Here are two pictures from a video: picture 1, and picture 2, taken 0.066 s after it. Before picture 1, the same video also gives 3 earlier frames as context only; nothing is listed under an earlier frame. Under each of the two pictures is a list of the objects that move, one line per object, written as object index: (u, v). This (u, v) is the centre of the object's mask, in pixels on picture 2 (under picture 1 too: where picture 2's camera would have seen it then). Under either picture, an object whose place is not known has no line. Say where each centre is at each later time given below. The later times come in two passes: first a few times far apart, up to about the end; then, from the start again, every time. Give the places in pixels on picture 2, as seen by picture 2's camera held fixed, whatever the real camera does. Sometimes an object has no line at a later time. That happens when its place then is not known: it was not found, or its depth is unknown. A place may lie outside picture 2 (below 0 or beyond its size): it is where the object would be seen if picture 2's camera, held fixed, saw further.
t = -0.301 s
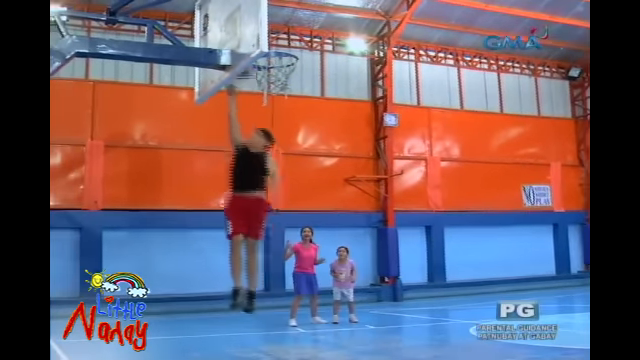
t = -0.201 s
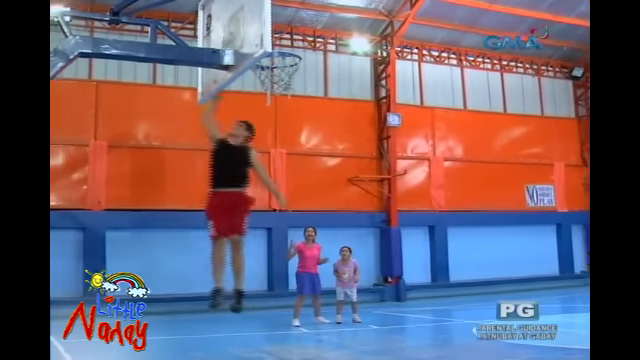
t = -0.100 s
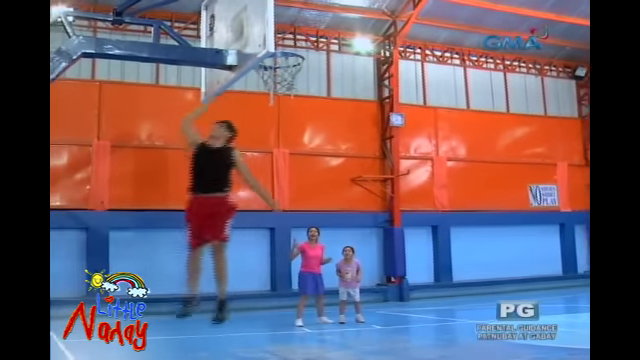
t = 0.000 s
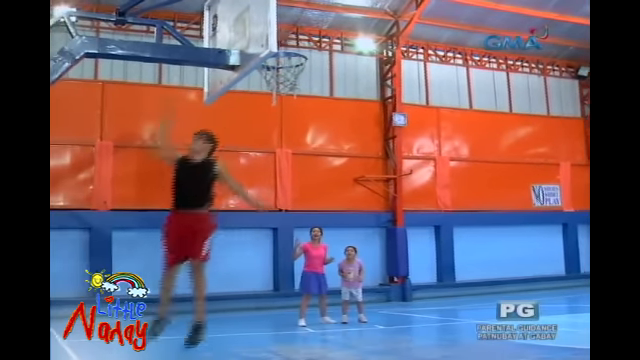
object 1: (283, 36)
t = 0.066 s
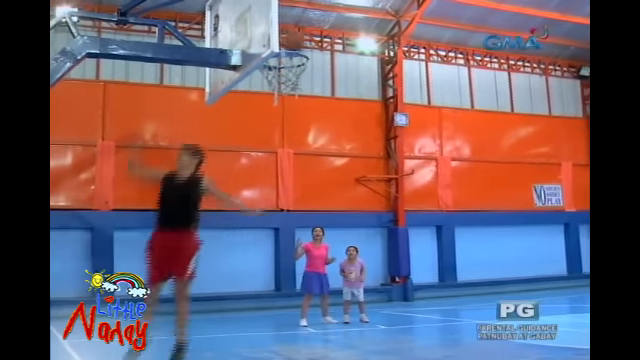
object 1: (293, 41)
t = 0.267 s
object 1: (307, 40)
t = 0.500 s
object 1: (316, 43)
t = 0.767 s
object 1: (336, 67)
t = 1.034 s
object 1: (360, 168)
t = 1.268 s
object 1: (385, 324)
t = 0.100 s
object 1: (302, 44)
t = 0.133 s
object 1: (306, 45)
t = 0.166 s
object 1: (306, 42)
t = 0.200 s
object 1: (306, 41)
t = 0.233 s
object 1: (307, 40)
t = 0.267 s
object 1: (307, 40)
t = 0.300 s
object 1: (308, 39)
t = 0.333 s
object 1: (309, 40)
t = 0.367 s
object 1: (309, 41)
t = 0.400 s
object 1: (310, 41)
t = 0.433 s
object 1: (311, 45)
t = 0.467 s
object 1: (313, 43)
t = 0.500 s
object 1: (316, 43)
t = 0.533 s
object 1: (318, 42)
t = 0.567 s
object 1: (320, 43)
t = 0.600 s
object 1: (322, 43)
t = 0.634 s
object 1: (325, 46)
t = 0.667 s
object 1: (327, 49)
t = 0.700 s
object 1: (331, 55)
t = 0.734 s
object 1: (333, 60)
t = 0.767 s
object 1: (336, 67)
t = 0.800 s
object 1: (339, 75)
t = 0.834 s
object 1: (342, 84)
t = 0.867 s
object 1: (345, 94)
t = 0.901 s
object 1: (348, 106)
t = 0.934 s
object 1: (351, 119)
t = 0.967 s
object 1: (355, 133)
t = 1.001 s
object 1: (358, 150)
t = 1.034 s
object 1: (360, 168)
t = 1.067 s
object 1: (365, 185)
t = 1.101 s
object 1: (367, 203)
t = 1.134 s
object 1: (371, 226)
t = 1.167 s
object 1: (374, 247)
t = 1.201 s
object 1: (376, 273)
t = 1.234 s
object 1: (382, 297)
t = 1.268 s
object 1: (385, 324)
